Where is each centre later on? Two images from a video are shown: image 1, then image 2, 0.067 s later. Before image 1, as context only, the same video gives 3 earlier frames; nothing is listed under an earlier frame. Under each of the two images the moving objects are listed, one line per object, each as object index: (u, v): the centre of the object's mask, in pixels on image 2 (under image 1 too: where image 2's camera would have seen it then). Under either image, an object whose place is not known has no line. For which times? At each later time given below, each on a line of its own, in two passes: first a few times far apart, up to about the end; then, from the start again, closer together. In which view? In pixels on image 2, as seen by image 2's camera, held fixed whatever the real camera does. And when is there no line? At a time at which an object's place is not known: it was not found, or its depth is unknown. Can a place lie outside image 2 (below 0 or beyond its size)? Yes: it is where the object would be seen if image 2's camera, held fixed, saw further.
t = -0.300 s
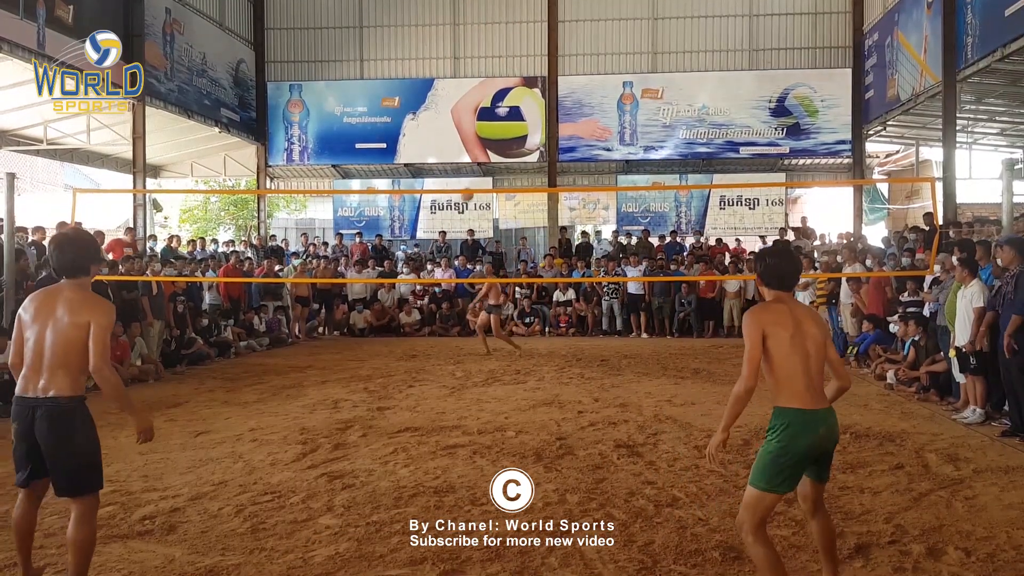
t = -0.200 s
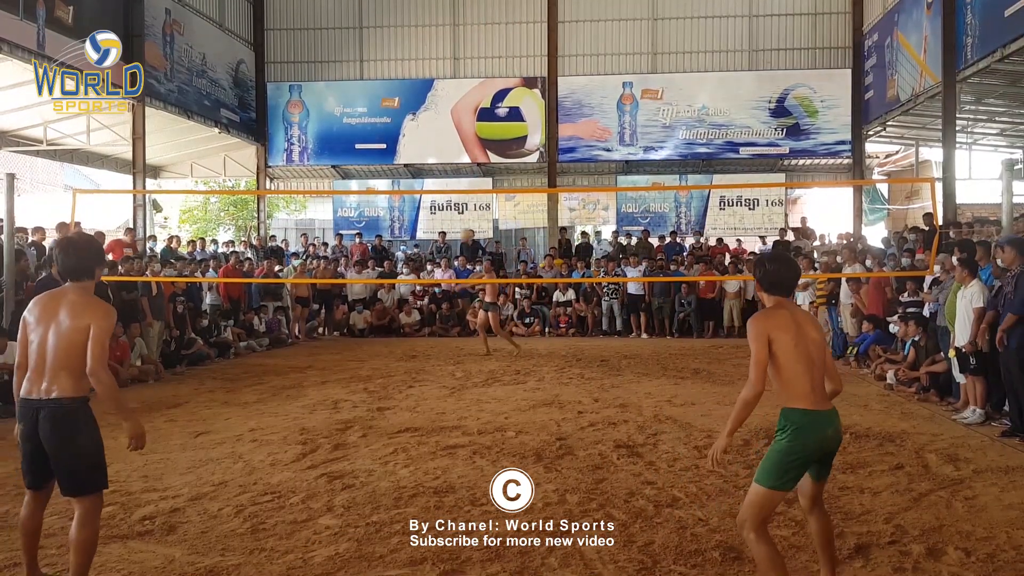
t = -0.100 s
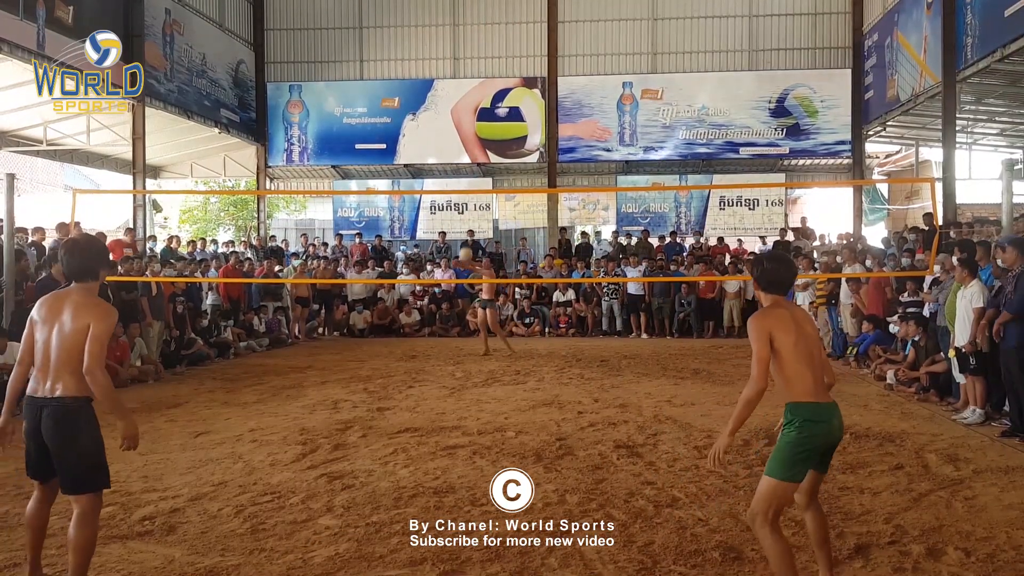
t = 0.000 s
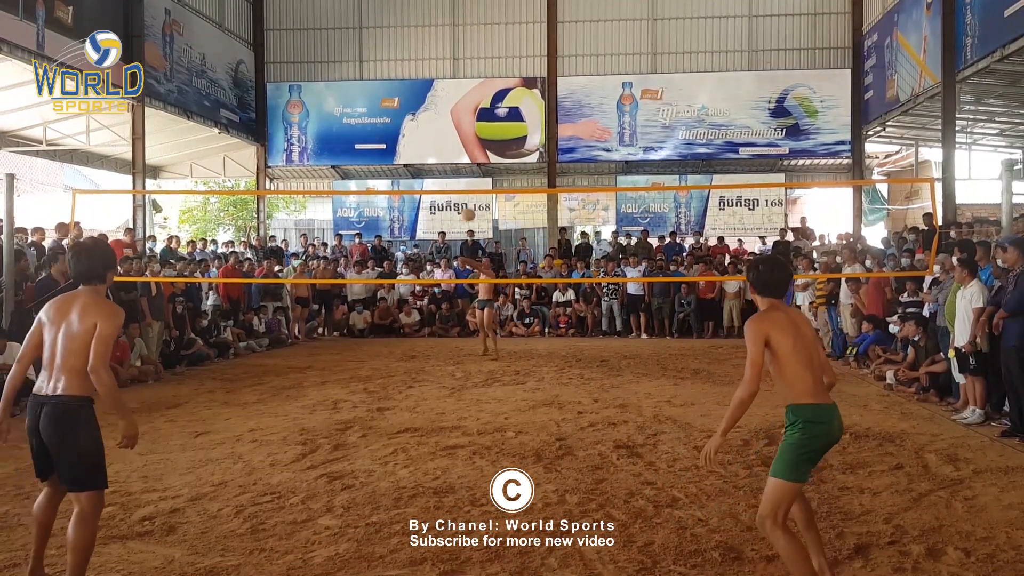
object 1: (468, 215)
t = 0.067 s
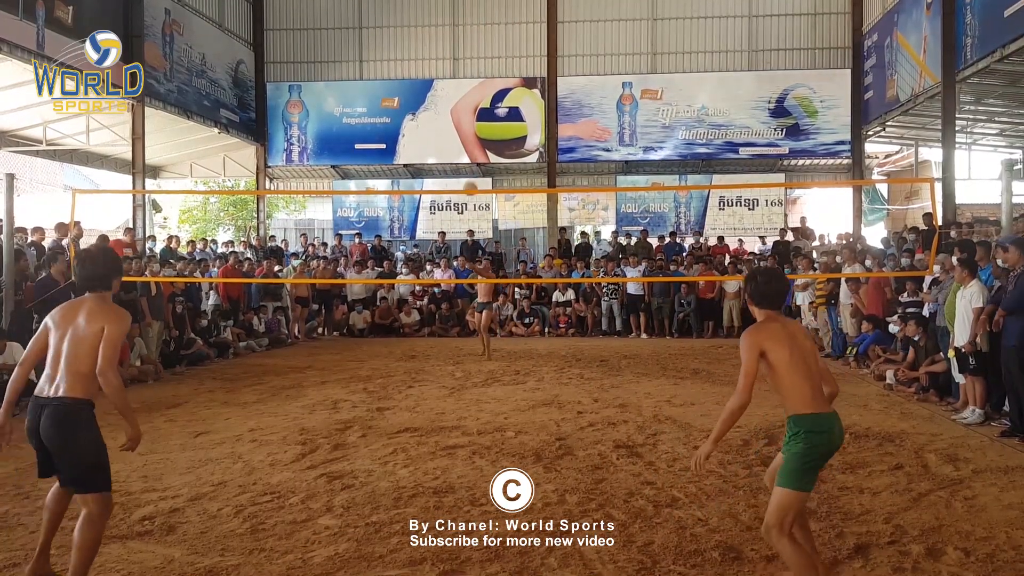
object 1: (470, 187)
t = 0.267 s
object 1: (476, 117)
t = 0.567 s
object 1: (488, 35)
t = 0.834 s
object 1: (507, 17)
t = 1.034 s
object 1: (532, 80)
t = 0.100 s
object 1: (470, 176)
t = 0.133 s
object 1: (471, 164)
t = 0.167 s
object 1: (472, 154)
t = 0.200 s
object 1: (473, 140)
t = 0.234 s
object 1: (475, 128)
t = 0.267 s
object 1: (476, 117)
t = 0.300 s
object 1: (477, 106)
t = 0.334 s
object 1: (478, 95)
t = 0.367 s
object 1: (479, 86)
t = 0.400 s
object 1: (480, 75)
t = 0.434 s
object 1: (482, 67)
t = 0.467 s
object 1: (483, 58)
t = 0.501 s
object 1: (485, 49)
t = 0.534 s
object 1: (487, 42)
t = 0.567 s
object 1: (488, 35)
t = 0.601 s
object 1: (490, 29)
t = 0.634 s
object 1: (492, 24)
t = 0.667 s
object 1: (494, 20)
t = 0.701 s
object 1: (497, 16)
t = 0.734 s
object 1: (499, 14)
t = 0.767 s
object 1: (502, 14)
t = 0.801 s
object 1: (504, 14)
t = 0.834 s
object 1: (507, 17)
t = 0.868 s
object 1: (510, 21)
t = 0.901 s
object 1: (514, 27)
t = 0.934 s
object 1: (518, 36)
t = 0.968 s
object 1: (522, 48)
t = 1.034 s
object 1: (532, 80)
